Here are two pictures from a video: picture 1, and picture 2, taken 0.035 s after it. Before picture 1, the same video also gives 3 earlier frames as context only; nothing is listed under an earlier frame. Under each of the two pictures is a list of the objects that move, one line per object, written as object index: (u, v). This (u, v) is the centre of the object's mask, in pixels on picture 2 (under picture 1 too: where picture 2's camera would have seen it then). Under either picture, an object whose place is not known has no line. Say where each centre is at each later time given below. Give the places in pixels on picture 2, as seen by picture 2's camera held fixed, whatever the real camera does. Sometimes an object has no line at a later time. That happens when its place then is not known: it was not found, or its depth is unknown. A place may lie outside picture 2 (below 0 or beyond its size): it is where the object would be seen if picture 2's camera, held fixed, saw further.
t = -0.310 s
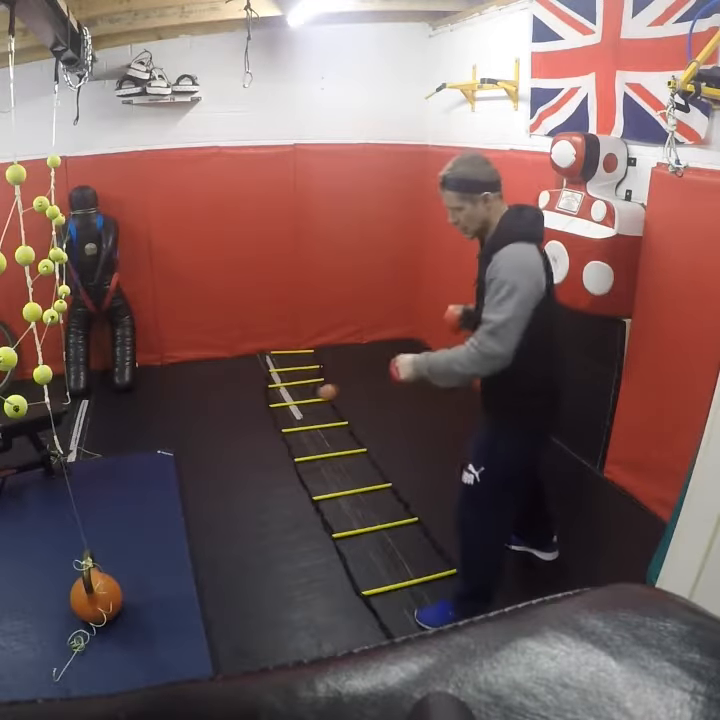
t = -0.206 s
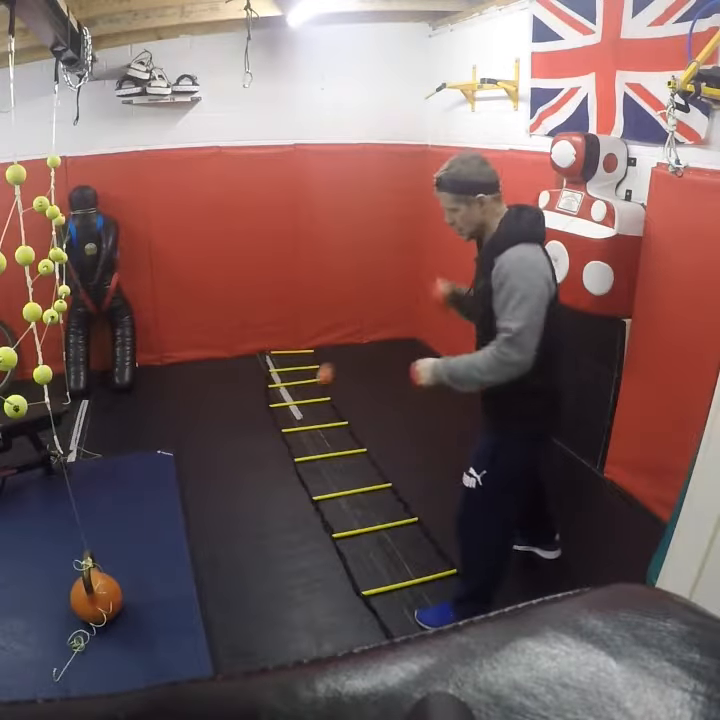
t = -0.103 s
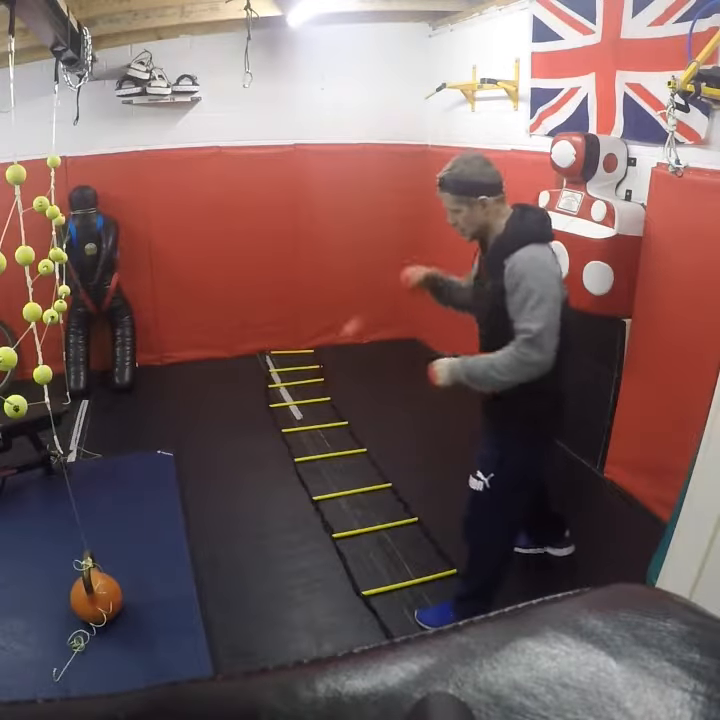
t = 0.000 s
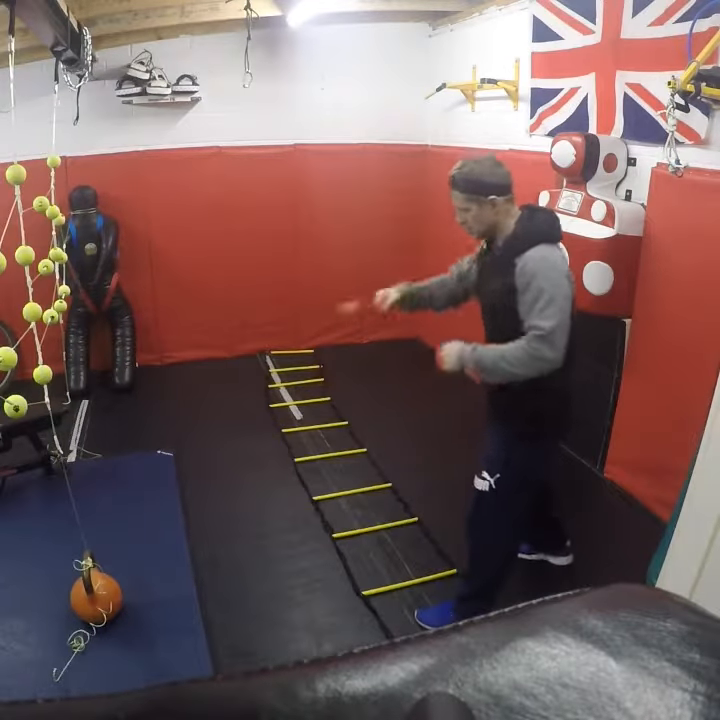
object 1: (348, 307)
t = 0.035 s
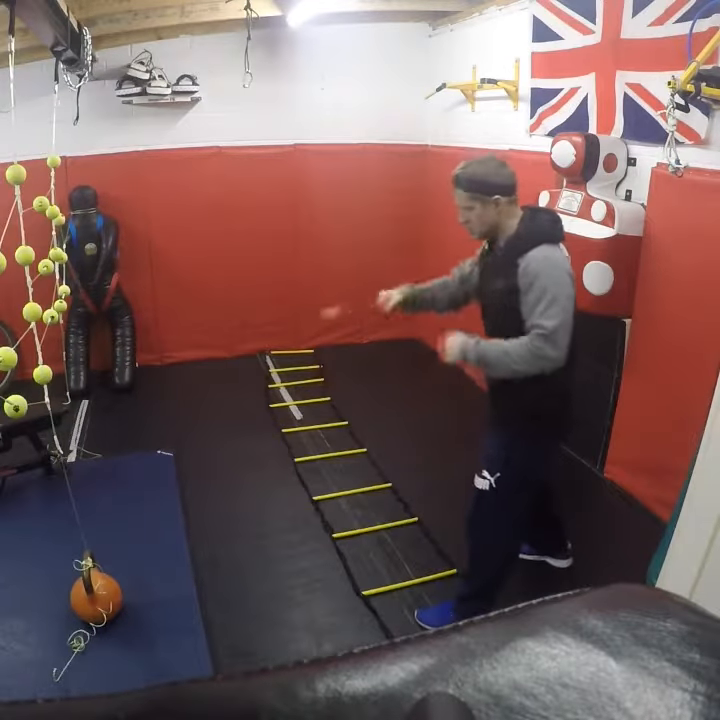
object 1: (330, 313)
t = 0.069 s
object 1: (316, 318)
